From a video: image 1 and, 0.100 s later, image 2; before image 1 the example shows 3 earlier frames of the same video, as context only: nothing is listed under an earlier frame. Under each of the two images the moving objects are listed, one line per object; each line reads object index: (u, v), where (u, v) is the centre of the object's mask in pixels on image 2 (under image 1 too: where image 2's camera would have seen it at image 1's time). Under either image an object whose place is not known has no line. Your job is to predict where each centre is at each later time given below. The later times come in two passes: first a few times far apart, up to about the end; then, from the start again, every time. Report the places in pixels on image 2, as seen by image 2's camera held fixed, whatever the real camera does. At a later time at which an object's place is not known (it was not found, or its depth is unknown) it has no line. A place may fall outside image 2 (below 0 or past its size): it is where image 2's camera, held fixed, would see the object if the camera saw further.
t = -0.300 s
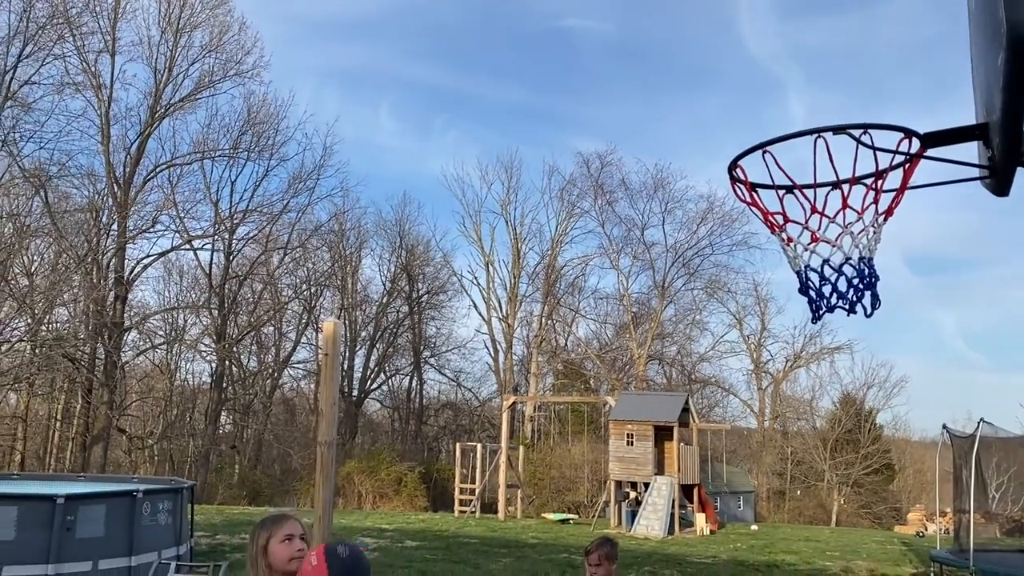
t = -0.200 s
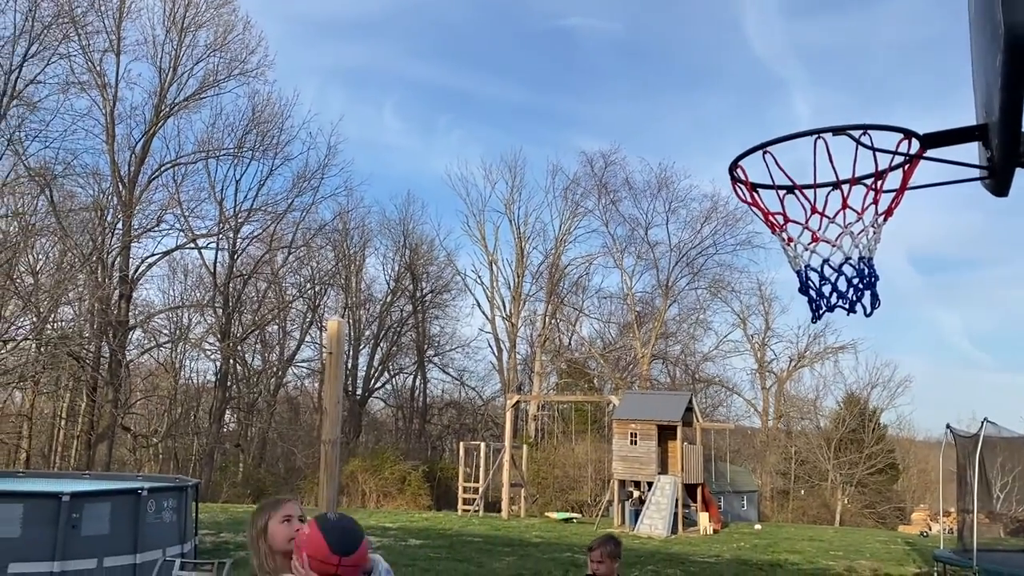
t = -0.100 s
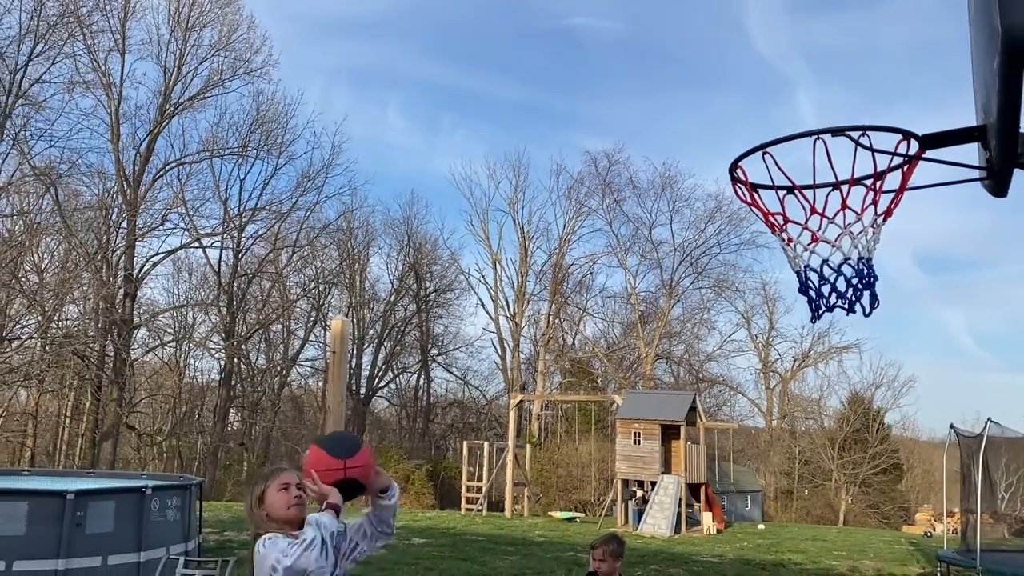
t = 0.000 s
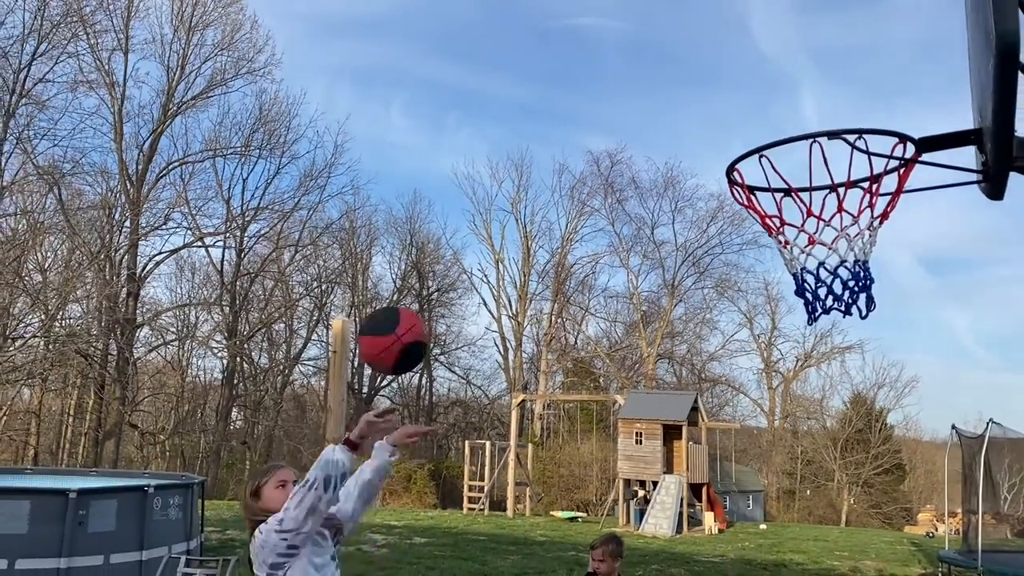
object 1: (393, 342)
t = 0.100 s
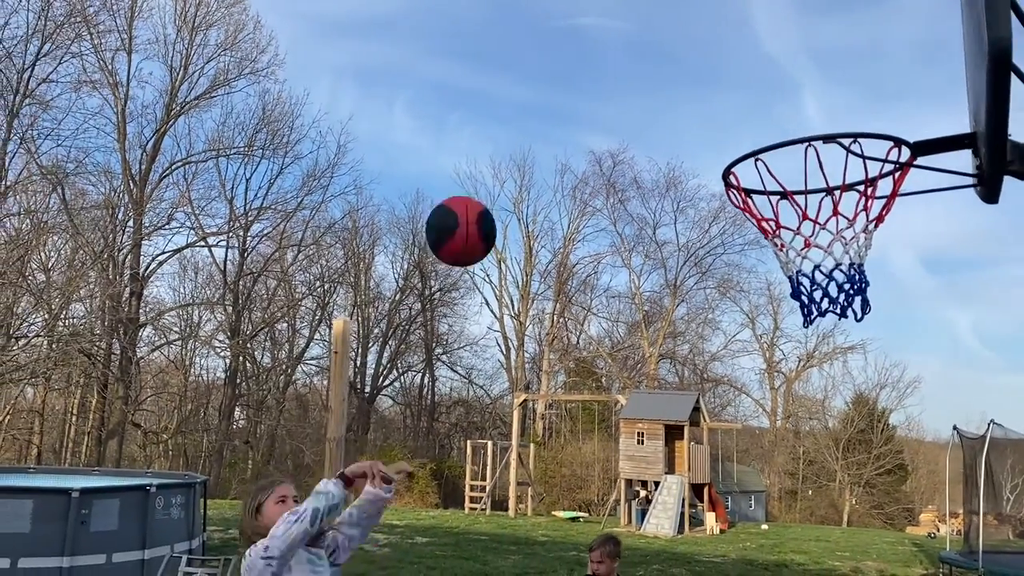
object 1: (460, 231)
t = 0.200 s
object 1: (528, 147)
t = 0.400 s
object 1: (673, 60)
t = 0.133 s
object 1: (483, 200)
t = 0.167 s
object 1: (506, 172)
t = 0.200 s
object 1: (528, 147)
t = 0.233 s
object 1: (551, 125)
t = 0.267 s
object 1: (574, 106)
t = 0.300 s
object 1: (599, 89)
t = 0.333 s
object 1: (623, 77)
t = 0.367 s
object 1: (648, 67)
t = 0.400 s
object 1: (673, 60)
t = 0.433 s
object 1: (699, 57)
